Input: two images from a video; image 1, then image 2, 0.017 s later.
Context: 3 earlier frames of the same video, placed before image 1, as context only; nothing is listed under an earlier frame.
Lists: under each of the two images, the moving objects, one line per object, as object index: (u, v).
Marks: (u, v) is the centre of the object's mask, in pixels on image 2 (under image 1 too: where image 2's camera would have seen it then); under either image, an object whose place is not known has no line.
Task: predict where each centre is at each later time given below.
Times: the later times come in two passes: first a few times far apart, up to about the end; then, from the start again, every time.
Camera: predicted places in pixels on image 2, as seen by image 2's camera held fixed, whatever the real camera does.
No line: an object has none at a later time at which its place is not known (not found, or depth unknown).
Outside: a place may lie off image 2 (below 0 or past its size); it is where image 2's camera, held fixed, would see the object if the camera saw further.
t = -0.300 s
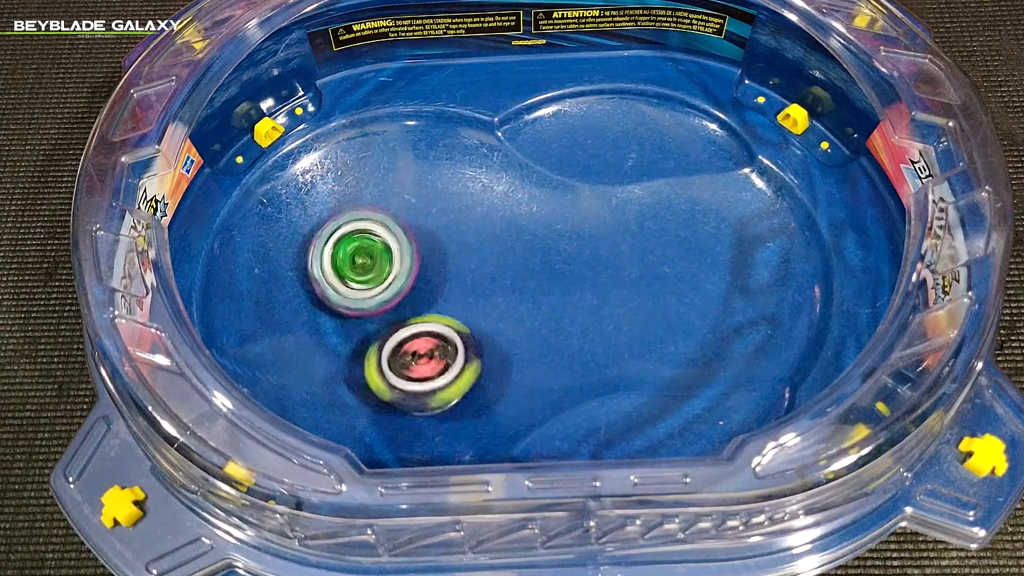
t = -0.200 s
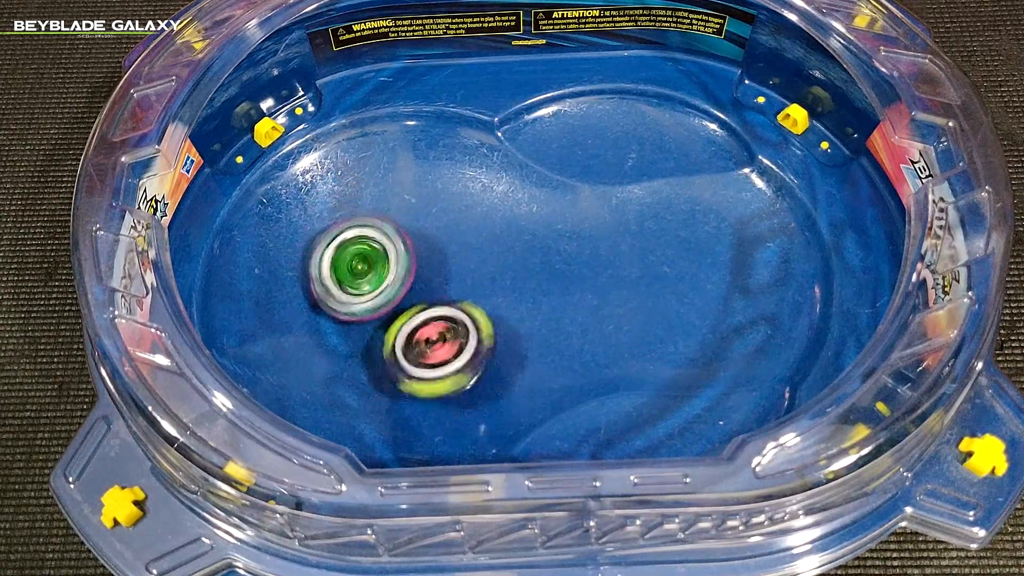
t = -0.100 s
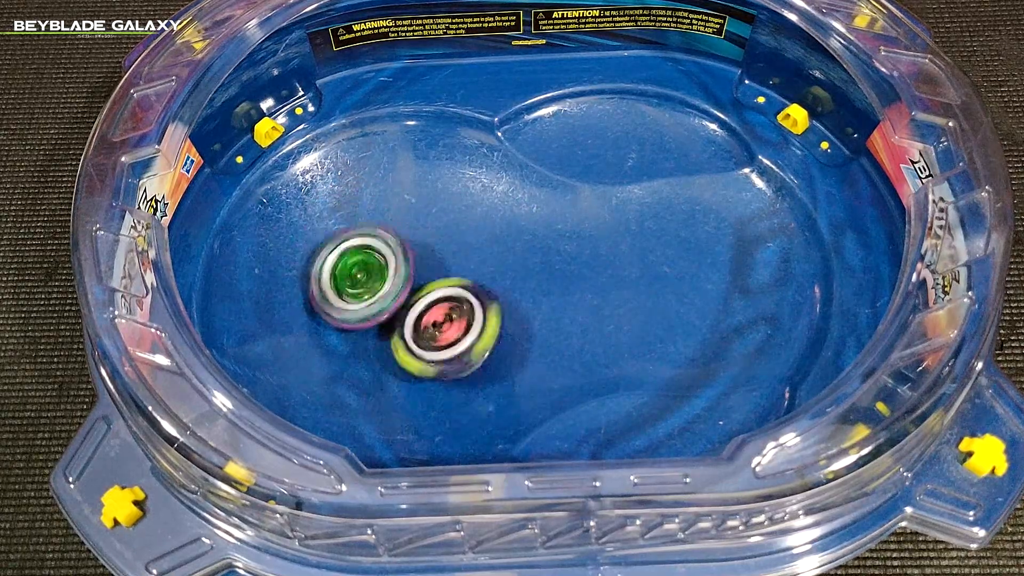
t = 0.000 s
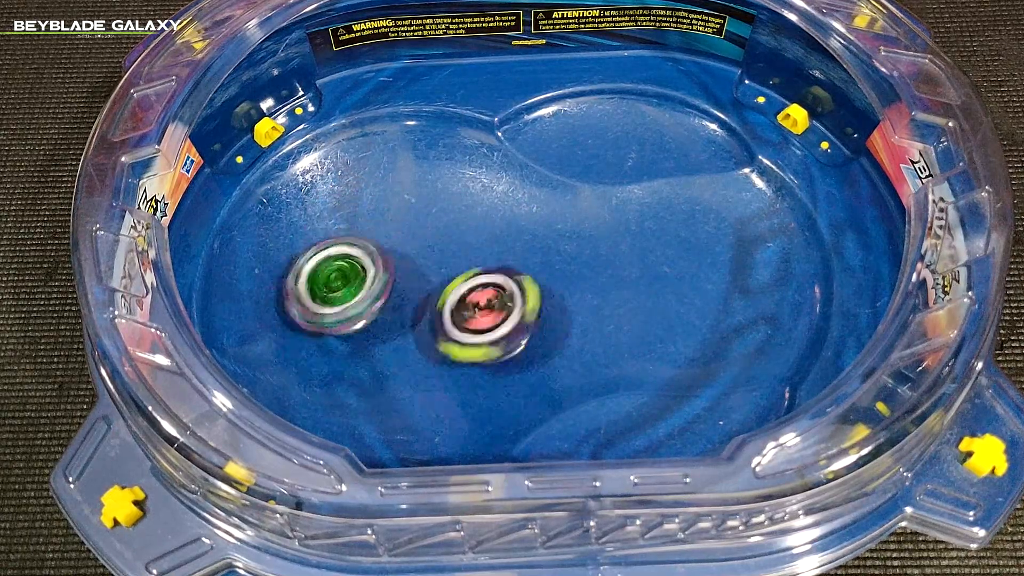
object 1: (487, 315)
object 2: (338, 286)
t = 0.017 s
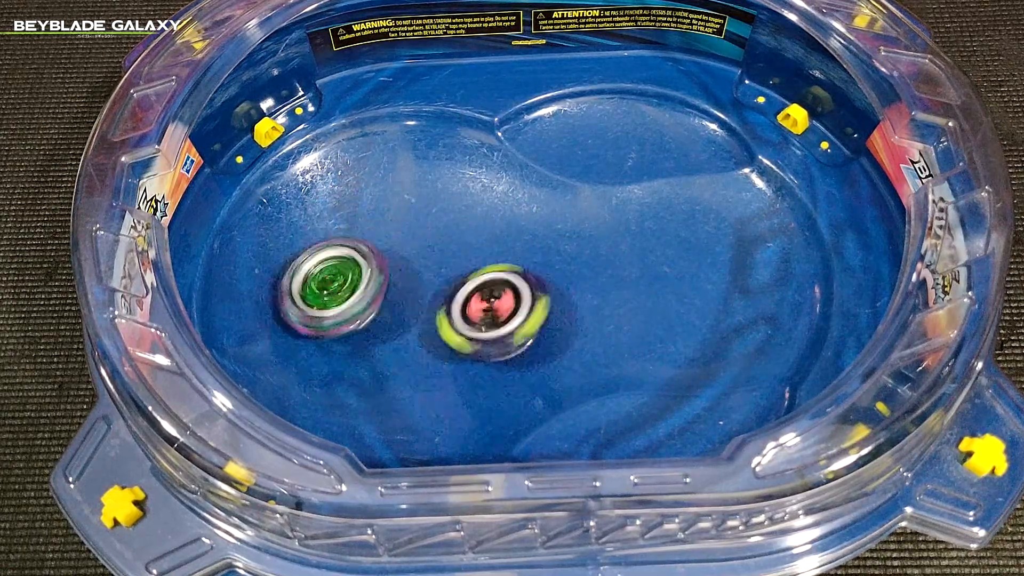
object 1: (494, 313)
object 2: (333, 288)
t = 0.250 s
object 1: (509, 282)
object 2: (328, 318)
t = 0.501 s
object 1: (475, 280)
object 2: (347, 335)
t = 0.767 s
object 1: (476, 281)
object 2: (367, 329)
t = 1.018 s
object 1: (518, 267)
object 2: (378, 329)
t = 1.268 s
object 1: (523, 231)
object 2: (387, 332)
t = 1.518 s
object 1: (510, 225)
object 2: (396, 328)
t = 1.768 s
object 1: (492, 251)
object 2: (391, 330)
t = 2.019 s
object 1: (510, 264)
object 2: (390, 320)
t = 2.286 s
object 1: (532, 233)
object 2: (409, 298)
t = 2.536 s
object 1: (514, 241)
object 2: (408, 293)
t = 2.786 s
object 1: (492, 261)
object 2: (366, 297)
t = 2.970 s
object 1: (474, 283)
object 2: (359, 286)
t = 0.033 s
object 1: (500, 310)
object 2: (330, 290)
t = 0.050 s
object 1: (503, 308)
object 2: (329, 292)
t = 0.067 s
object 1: (506, 306)
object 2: (329, 295)
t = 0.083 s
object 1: (507, 303)
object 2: (328, 299)
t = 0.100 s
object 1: (508, 301)
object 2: (327, 303)
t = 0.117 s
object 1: (508, 300)
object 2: (327, 306)
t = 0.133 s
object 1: (508, 298)
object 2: (326, 310)
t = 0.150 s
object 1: (509, 297)
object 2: (325, 312)
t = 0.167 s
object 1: (509, 295)
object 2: (323, 313)
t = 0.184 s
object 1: (510, 294)
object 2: (324, 313)
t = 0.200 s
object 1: (510, 291)
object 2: (326, 314)
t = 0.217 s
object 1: (511, 288)
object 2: (327, 315)
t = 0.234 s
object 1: (510, 285)
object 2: (328, 318)
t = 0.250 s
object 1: (509, 282)
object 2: (328, 318)
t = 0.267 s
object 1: (507, 280)
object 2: (330, 319)
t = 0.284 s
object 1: (504, 279)
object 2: (331, 321)
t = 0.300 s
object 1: (502, 278)
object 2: (332, 323)
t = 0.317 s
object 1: (500, 277)
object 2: (332, 324)
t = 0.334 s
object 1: (497, 277)
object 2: (332, 325)
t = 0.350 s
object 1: (496, 276)
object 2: (334, 326)
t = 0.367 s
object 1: (494, 277)
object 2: (335, 327)
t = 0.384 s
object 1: (491, 277)
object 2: (336, 327)
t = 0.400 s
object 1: (490, 275)
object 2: (338, 328)
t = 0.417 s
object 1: (487, 276)
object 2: (341, 329)
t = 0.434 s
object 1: (485, 276)
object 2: (343, 331)
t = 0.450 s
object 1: (482, 277)
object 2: (343, 332)
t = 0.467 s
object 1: (480, 278)
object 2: (345, 333)
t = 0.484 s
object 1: (478, 278)
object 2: (346, 334)
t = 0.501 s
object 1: (475, 280)
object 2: (347, 335)
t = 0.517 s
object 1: (473, 281)
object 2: (349, 335)
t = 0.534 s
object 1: (472, 282)
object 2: (351, 334)
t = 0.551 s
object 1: (469, 283)
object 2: (354, 334)
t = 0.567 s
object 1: (467, 286)
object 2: (357, 335)
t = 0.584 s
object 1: (466, 287)
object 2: (359, 335)
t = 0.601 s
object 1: (467, 285)
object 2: (360, 333)
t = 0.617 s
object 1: (467, 283)
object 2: (361, 332)
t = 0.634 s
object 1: (465, 282)
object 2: (363, 332)
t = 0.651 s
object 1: (468, 280)
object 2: (361, 333)
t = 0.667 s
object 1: (470, 278)
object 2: (358, 333)
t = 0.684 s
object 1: (469, 277)
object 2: (357, 332)
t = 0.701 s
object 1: (472, 276)
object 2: (358, 330)
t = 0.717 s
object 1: (473, 277)
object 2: (360, 328)
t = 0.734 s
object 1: (472, 278)
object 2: (363, 328)
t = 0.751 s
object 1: (474, 279)
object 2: (366, 328)
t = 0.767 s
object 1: (476, 281)
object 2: (367, 329)
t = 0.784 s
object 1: (481, 281)
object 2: (366, 331)
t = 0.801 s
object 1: (485, 281)
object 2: (365, 331)
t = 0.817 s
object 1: (487, 281)
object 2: (364, 331)
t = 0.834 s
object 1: (490, 280)
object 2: (365, 329)
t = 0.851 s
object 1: (492, 280)
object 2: (367, 328)
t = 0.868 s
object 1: (493, 279)
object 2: (370, 328)
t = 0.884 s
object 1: (496, 279)
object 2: (372, 329)
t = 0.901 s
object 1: (499, 279)
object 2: (373, 331)
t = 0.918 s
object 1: (502, 277)
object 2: (373, 332)
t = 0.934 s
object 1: (505, 276)
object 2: (372, 333)
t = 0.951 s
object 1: (509, 274)
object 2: (372, 333)
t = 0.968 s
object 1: (511, 273)
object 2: (372, 332)
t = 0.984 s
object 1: (514, 271)
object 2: (374, 331)
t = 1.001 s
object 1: (516, 268)
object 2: (376, 330)
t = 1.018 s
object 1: (518, 267)
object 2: (378, 329)
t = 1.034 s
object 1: (519, 264)
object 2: (381, 330)
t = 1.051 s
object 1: (520, 262)
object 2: (382, 330)
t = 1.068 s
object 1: (521, 260)
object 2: (382, 331)
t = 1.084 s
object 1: (523, 256)
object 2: (383, 332)
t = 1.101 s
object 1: (523, 254)
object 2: (383, 333)
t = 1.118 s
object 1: (524, 252)
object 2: (383, 333)
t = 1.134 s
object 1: (523, 249)
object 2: (383, 332)
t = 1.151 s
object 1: (524, 248)
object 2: (383, 332)
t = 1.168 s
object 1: (525, 245)
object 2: (384, 331)
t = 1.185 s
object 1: (524, 243)
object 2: (385, 331)
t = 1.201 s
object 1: (524, 240)
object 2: (386, 331)
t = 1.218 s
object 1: (524, 237)
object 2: (387, 331)
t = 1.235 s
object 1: (523, 236)
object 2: (387, 332)
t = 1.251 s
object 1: (524, 233)
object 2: (387, 332)
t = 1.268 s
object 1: (523, 231)
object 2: (387, 332)
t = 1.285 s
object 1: (523, 228)
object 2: (387, 332)
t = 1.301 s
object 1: (523, 227)
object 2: (387, 331)
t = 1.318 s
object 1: (521, 226)
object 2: (388, 330)
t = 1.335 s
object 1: (522, 222)
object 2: (389, 330)
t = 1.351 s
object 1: (520, 222)
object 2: (390, 330)
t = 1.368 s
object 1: (520, 220)
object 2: (391, 329)
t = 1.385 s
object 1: (519, 220)
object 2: (391, 329)
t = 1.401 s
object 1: (518, 220)
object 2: (392, 329)
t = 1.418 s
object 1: (518, 219)
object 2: (392, 329)
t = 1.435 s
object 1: (515, 219)
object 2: (393, 329)
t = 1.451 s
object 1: (513, 221)
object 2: (393, 329)
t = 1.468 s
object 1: (512, 223)
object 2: (393, 328)
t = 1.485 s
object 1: (512, 225)
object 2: (394, 328)
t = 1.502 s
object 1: (512, 224)
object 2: (395, 328)
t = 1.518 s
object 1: (510, 225)
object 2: (396, 328)
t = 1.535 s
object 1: (507, 227)
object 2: (397, 328)
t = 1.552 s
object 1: (503, 230)
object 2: (397, 328)
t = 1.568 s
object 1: (500, 233)
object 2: (398, 328)
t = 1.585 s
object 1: (499, 235)
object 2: (398, 329)
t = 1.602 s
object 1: (498, 238)
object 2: (398, 329)
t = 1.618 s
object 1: (496, 240)
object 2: (398, 329)
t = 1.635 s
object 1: (496, 242)
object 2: (399, 329)
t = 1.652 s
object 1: (494, 244)
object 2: (399, 329)
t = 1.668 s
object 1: (492, 246)
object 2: (399, 328)
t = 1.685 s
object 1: (491, 248)
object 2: (399, 328)
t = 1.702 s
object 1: (488, 251)
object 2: (400, 328)
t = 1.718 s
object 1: (487, 254)
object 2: (400, 328)
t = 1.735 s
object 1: (489, 253)
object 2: (399, 329)
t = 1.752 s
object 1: (491, 251)
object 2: (394, 331)
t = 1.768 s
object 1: (492, 251)
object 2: (391, 330)
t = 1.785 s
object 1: (493, 252)
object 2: (390, 329)
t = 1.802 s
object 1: (493, 253)
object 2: (390, 328)
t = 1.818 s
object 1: (493, 255)
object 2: (391, 326)
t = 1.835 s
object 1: (493, 258)
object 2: (391, 325)
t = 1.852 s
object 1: (493, 261)
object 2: (393, 323)
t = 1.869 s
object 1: (495, 265)
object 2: (397, 323)
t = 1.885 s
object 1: (495, 267)
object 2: (399, 324)
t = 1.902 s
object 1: (495, 268)
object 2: (399, 326)
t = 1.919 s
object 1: (498, 267)
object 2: (395, 326)
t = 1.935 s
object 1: (502, 266)
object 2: (392, 326)
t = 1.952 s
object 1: (503, 267)
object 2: (389, 327)
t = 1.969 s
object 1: (504, 265)
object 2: (388, 326)
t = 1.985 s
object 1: (507, 266)
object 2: (387, 324)
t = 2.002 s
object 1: (508, 265)
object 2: (387, 321)
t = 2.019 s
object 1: (510, 264)
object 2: (390, 320)
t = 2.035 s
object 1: (514, 262)
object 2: (393, 319)
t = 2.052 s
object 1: (516, 261)
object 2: (395, 320)
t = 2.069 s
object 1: (519, 259)
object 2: (395, 319)
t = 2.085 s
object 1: (521, 257)
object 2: (394, 317)
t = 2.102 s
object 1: (523, 256)
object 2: (394, 314)
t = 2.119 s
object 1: (522, 254)
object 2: (396, 311)
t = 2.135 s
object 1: (525, 252)
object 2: (398, 310)
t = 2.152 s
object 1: (526, 250)
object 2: (400, 309)
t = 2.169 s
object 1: (526, 248)
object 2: (400, 307)
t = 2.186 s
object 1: (529, 245)
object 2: (402, 305)
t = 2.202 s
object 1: (529, 243)
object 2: (403, 304)
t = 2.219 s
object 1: (530, 241)
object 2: (405, 304)
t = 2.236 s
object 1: (530, 240)
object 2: (406, 303)
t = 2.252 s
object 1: (531, 238)
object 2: (406, 301)
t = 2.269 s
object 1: (533, 236)
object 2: (407, 299)
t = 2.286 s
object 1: (532, 233)
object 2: (409, 298)
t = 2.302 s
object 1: (532, 231)
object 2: (410, 299)
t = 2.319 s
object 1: (531, 232)
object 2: (411, 301)
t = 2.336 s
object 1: (532, 232)
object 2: (410, 302)
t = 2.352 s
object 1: (532, 232)
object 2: (410, 301)
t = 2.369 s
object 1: (535, 229)
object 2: (410, 300)
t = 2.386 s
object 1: (532, 227)
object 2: (410, 299)
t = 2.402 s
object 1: (529, 228)
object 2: (410, 299)
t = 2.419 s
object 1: (526, 231)
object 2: (410, 299)
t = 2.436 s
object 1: (527, 233)
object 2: (409, 299)
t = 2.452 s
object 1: (527, 235)
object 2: (409, 297)
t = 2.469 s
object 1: (525, 233)
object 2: (408, 297)
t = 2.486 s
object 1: (523, 235)
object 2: (407, 296)
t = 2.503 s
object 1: (518, 236)
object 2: (408, 295)
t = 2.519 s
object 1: (516, 239)
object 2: (407, 294)
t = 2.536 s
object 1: (514, 241)
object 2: (408, 293)
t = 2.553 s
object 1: (513, 243)
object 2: (408, 293)
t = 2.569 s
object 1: (516, 241)
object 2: (404, 295)
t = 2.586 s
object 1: (517, 240)
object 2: (400, 296)
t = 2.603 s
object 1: (515, 240)
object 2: (397, 297)
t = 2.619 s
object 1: (514, 242)
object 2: (394, 298)
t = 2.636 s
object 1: (511, 245)
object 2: (393, 299)
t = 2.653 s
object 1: (510, 246)
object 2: (390, 298)
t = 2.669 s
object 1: (509, 248)
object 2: (388, 299)
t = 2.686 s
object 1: (507, 249)
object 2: (385, 300)
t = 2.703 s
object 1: (506, 250)
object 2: (379, 301)
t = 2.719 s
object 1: (504, 252)
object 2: (375, 300)
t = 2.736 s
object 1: (501, 253)
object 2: (373, 299)
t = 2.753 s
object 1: (497, 255)
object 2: (371, 298)
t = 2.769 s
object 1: (495, 258)
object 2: (369, 297)
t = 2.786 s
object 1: (492, 261)
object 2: (366, 297)
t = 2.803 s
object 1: (492, 263)
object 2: (363, 296)
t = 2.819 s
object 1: (490, 266)
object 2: (362, 294)
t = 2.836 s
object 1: (490, 266)
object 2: (361, 292)
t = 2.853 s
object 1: (488, 267)
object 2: (361, 291)
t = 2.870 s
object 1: (485, 269)
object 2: (360, 290)
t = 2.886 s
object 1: (483, 271)
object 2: (358, 289)
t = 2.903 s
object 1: (482, 273)
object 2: (360, 288)
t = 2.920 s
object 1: (479, 275)
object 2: (361, 287)
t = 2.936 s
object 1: (478, 278)
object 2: (361, 288)
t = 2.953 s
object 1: (475, 280)
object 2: (361, 288)
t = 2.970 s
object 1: (474, 283)
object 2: (359, 286)
